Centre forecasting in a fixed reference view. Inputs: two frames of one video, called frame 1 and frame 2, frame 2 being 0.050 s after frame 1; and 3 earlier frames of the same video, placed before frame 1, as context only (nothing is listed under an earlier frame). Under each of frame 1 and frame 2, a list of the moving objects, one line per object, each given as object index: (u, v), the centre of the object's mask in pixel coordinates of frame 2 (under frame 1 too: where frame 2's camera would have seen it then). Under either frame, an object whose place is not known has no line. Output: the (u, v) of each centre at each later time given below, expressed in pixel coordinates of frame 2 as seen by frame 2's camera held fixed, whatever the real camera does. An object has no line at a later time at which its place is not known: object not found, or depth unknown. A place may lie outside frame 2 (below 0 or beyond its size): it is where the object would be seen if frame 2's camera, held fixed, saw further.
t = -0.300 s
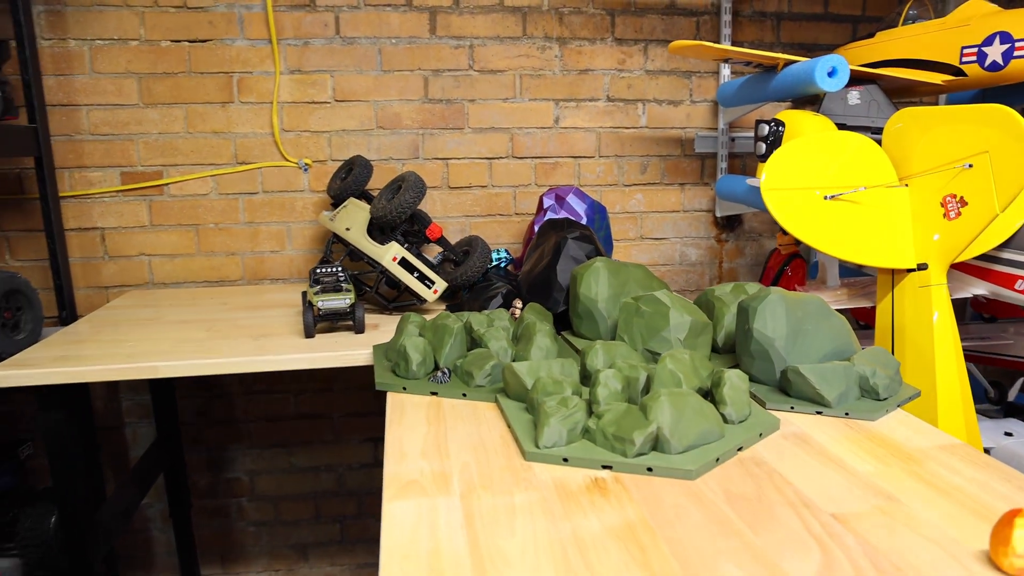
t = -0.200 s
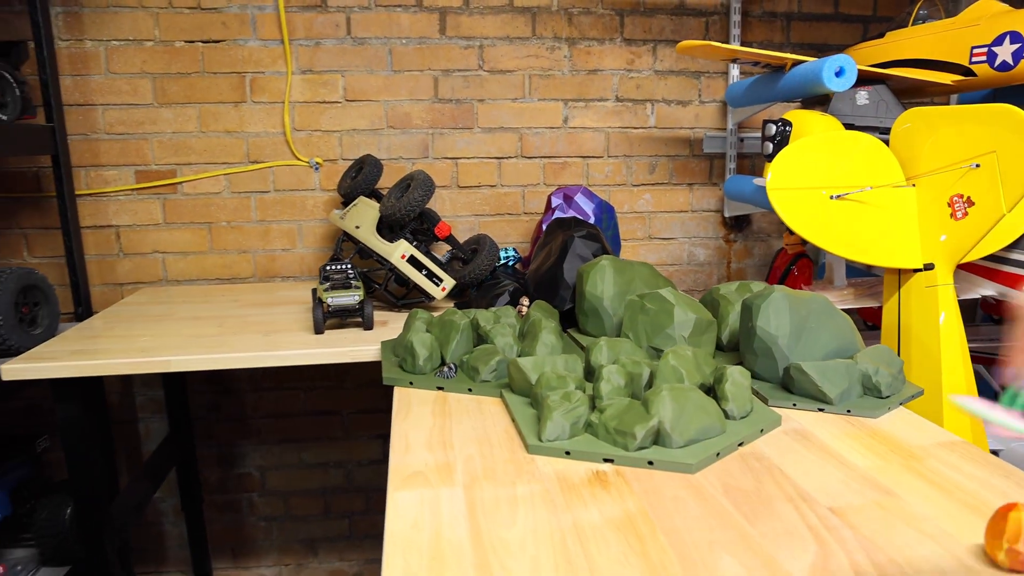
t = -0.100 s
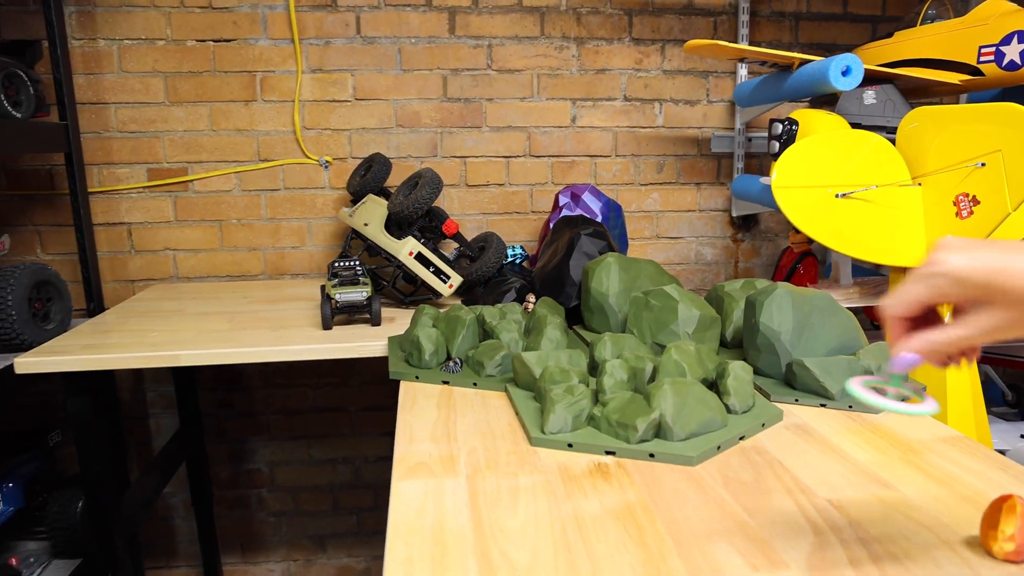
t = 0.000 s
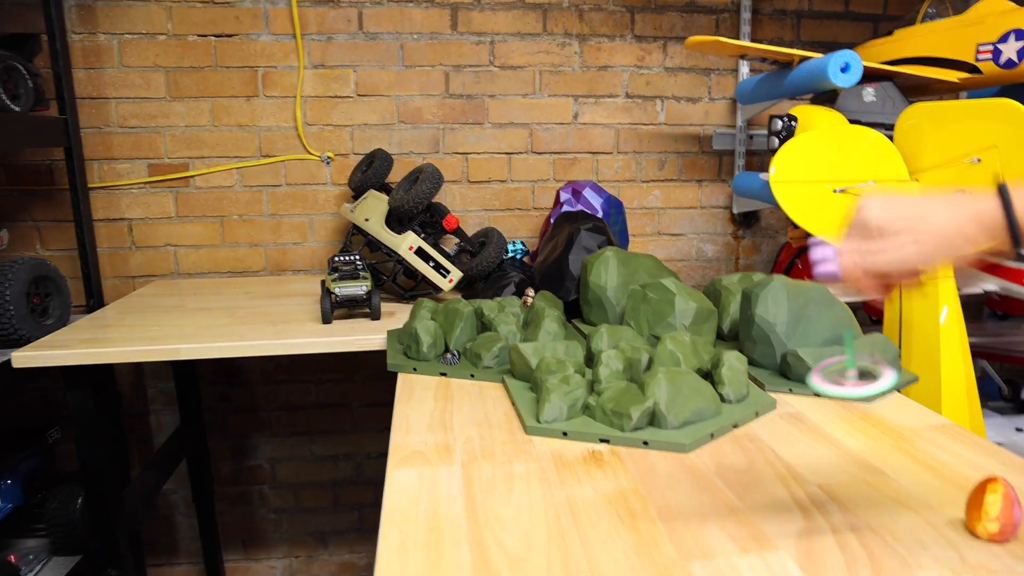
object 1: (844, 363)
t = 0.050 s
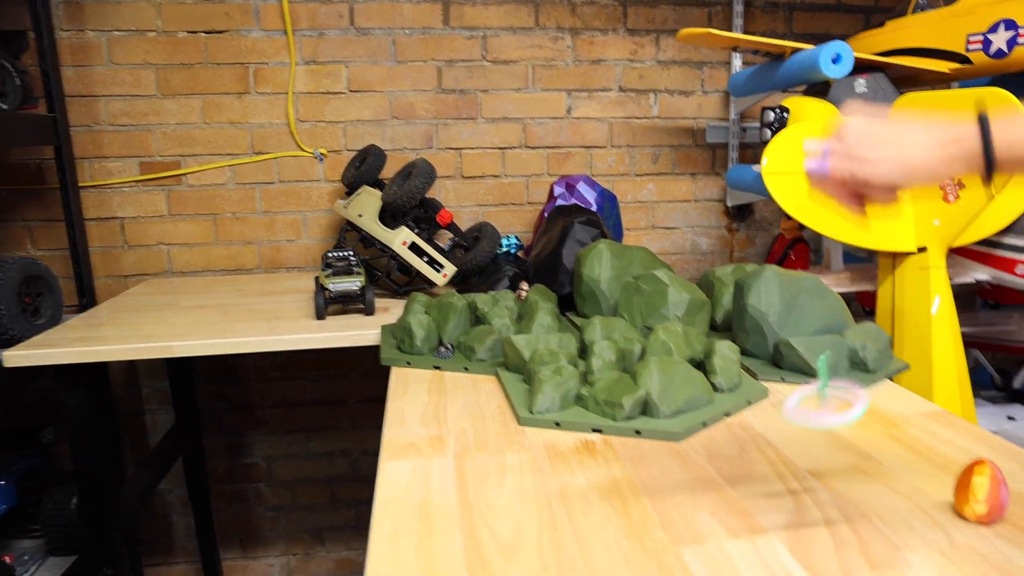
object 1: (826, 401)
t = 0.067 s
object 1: (819, 423)
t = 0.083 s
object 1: (812, 450)
